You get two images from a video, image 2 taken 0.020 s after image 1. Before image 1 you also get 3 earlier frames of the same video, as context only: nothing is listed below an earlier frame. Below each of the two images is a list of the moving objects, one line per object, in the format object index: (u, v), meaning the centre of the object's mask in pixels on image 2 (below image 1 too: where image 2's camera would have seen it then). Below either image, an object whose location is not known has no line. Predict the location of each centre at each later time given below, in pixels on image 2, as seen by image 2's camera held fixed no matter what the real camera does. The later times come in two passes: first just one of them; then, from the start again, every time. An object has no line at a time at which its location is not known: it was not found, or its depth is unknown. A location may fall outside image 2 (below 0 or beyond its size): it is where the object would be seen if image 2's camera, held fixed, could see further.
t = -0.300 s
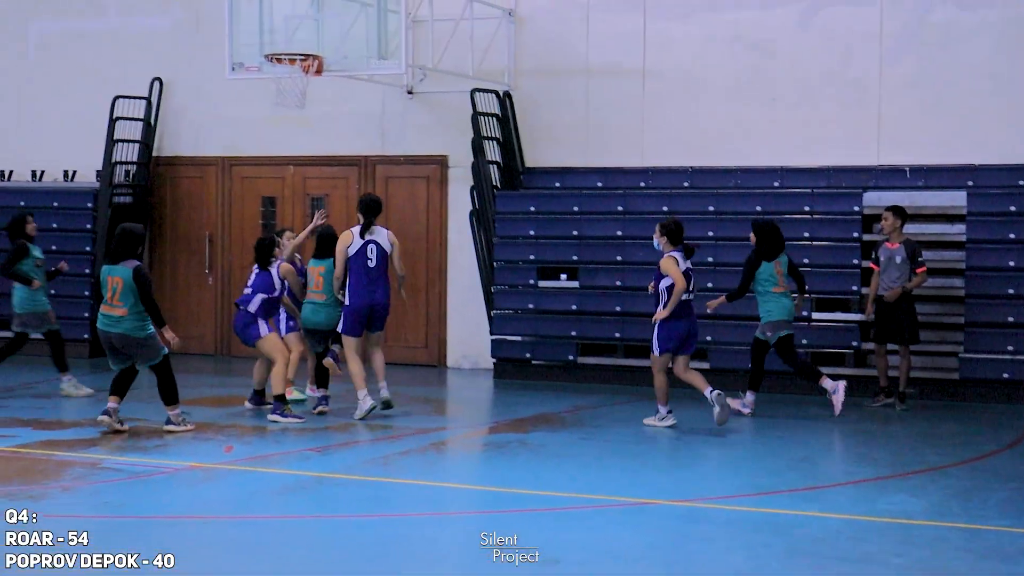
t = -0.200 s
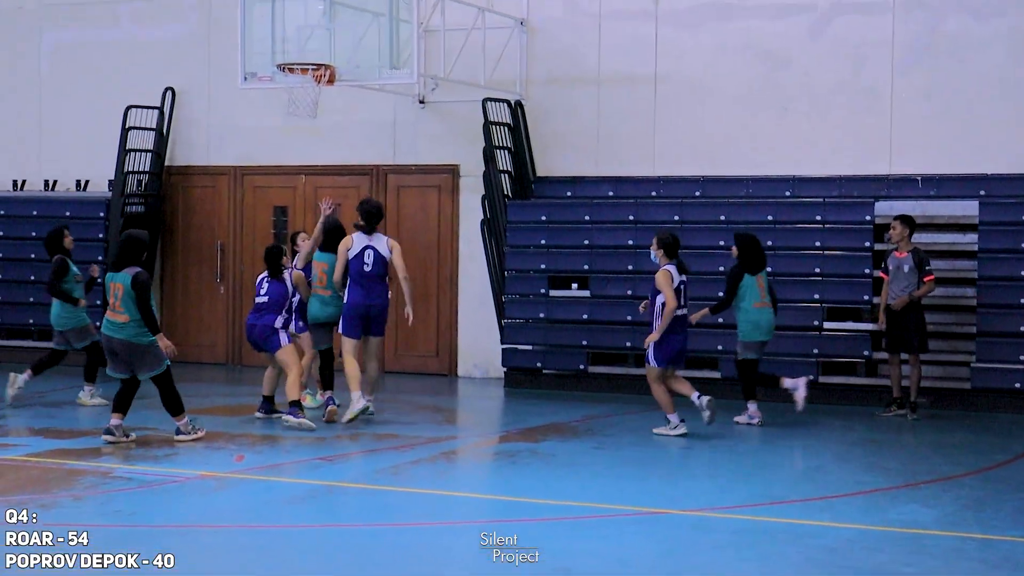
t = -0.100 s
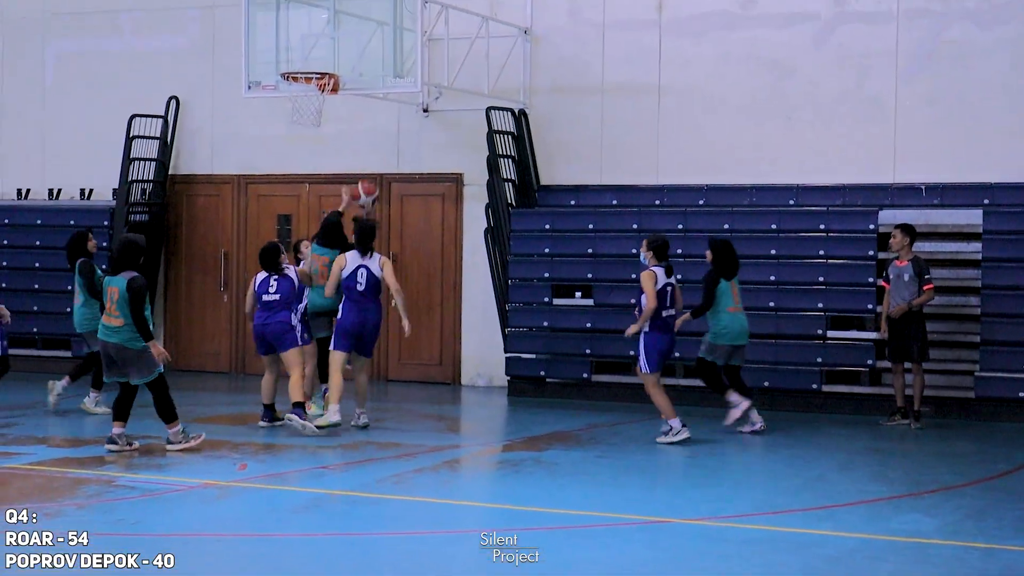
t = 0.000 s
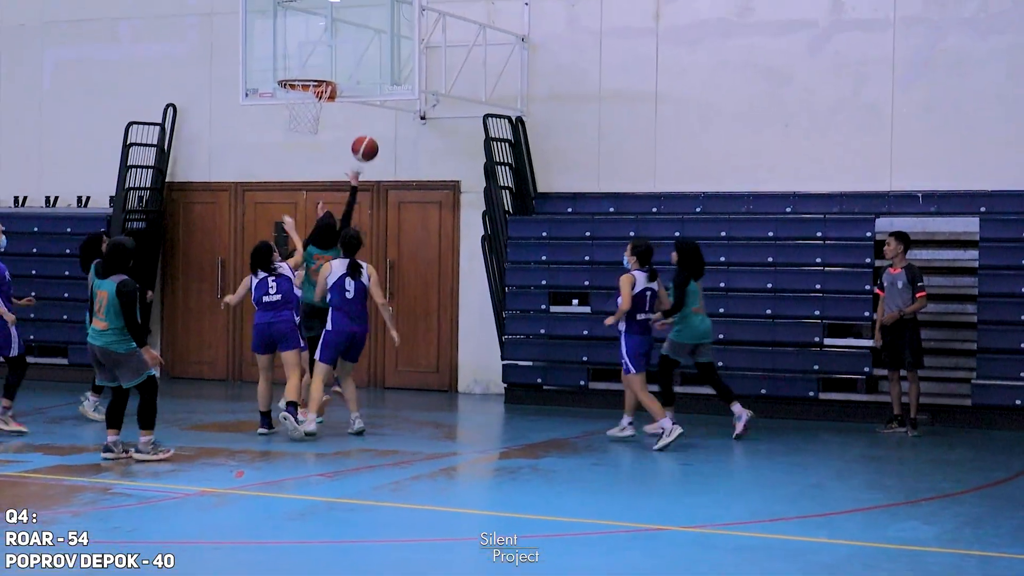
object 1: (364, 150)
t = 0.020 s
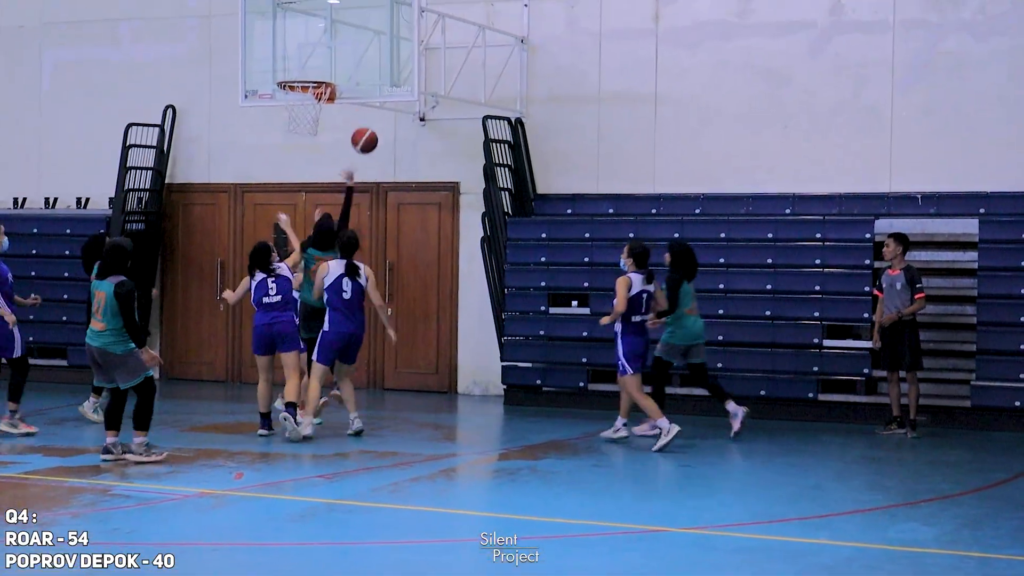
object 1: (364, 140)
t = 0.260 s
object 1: (364, 66)
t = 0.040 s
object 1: (364, 131)
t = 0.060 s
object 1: (364, 123)
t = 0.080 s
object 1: (365, 115)
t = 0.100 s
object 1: (365, 108)
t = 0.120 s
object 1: (365, 101)
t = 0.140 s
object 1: (364, 94)
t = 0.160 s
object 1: (364, 88)
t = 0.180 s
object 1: (364, 82)
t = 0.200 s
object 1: (364, 77)
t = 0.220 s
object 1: (364, 73)
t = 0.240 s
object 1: (364, 69)
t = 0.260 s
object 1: (364, 66)
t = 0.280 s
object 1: (364, 62)
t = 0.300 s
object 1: (364, 59)
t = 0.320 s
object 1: (363, 57)
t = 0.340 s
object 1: (363, 55)
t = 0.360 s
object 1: (363, 54)
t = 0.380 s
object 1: (363, 53)
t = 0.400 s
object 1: (360, 53)
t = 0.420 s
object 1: (357, 52)
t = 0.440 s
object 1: (355, 53)
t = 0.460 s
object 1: (352, 54)
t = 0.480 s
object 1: (349, 55)
